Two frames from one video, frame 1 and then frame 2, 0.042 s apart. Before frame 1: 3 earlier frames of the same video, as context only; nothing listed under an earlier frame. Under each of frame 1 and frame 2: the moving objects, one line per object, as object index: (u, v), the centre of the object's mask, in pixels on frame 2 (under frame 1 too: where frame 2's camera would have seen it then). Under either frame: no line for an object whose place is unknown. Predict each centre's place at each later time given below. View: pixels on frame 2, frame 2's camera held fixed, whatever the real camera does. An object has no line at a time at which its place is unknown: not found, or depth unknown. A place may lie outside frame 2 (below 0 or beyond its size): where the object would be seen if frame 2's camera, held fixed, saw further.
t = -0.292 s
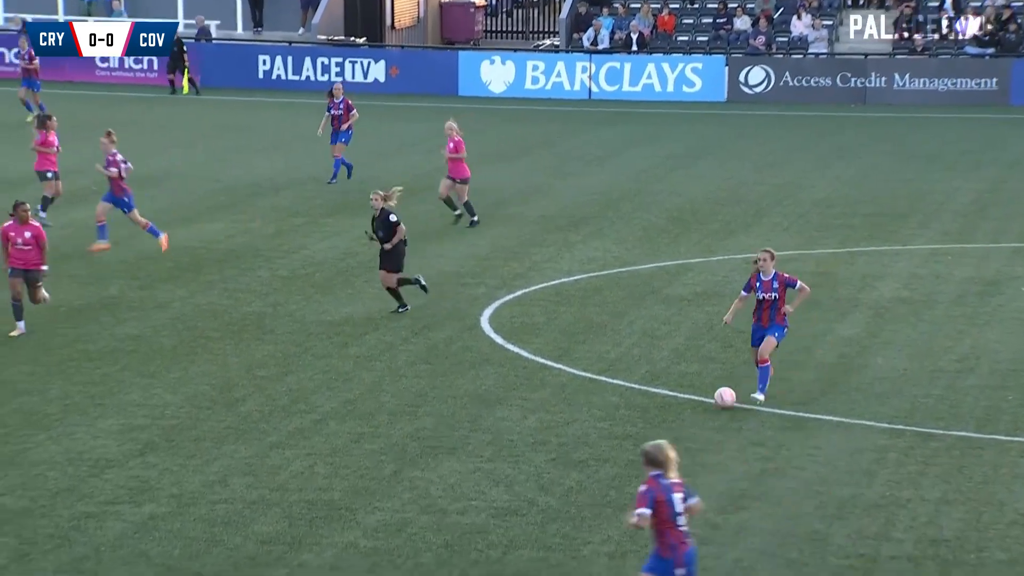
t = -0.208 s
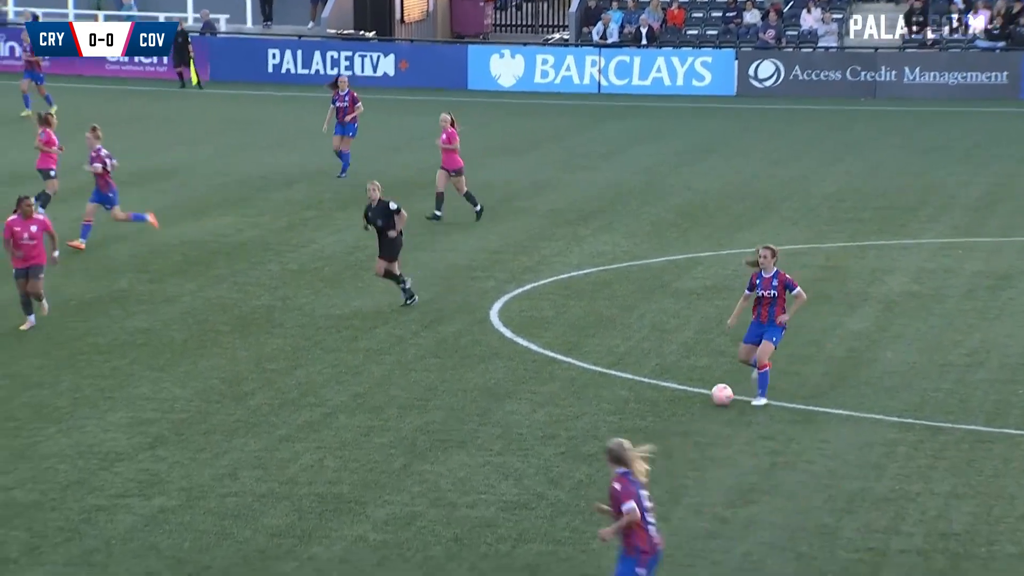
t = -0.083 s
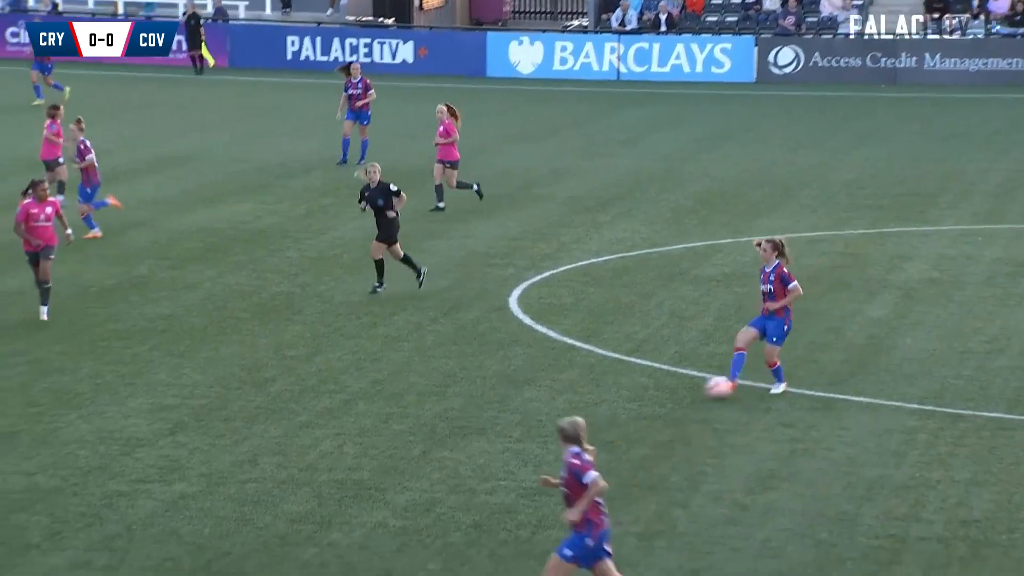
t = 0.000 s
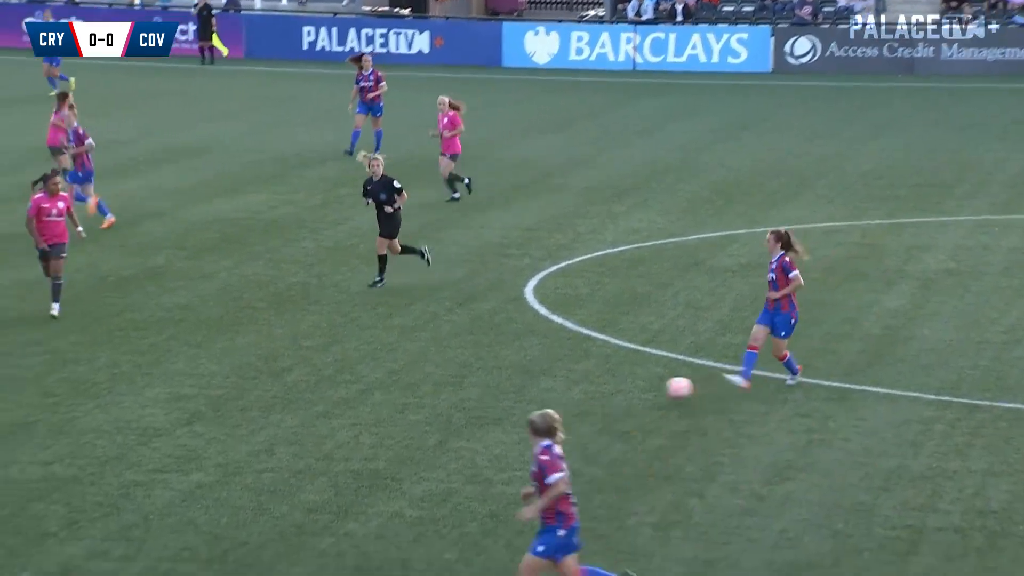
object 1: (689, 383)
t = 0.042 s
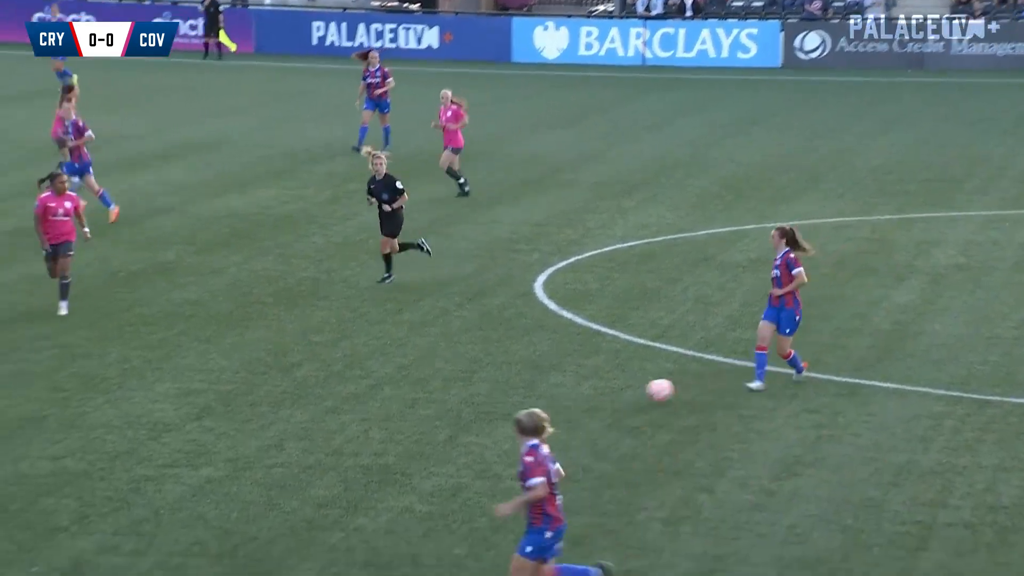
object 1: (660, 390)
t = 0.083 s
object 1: (631, 399)
